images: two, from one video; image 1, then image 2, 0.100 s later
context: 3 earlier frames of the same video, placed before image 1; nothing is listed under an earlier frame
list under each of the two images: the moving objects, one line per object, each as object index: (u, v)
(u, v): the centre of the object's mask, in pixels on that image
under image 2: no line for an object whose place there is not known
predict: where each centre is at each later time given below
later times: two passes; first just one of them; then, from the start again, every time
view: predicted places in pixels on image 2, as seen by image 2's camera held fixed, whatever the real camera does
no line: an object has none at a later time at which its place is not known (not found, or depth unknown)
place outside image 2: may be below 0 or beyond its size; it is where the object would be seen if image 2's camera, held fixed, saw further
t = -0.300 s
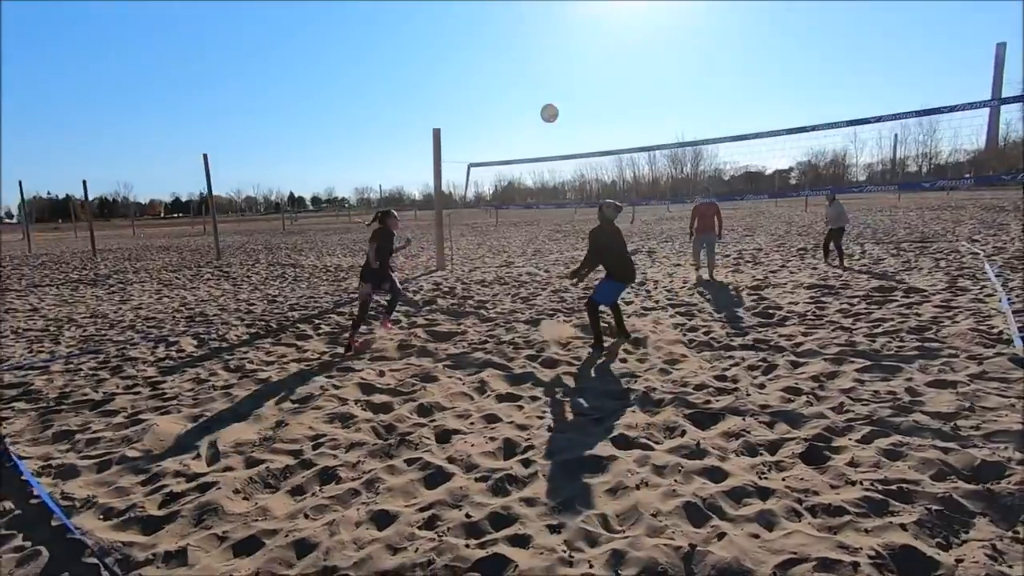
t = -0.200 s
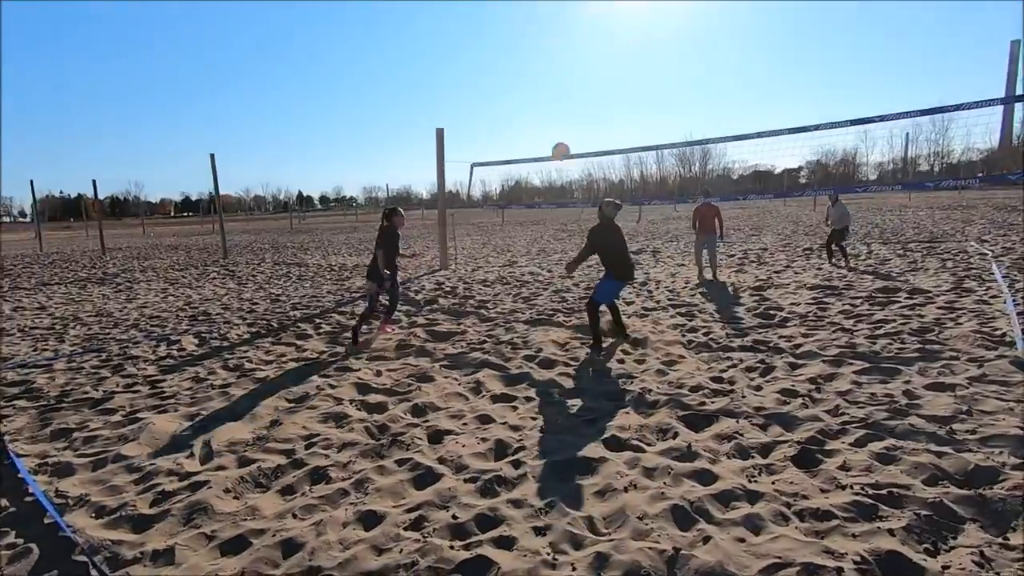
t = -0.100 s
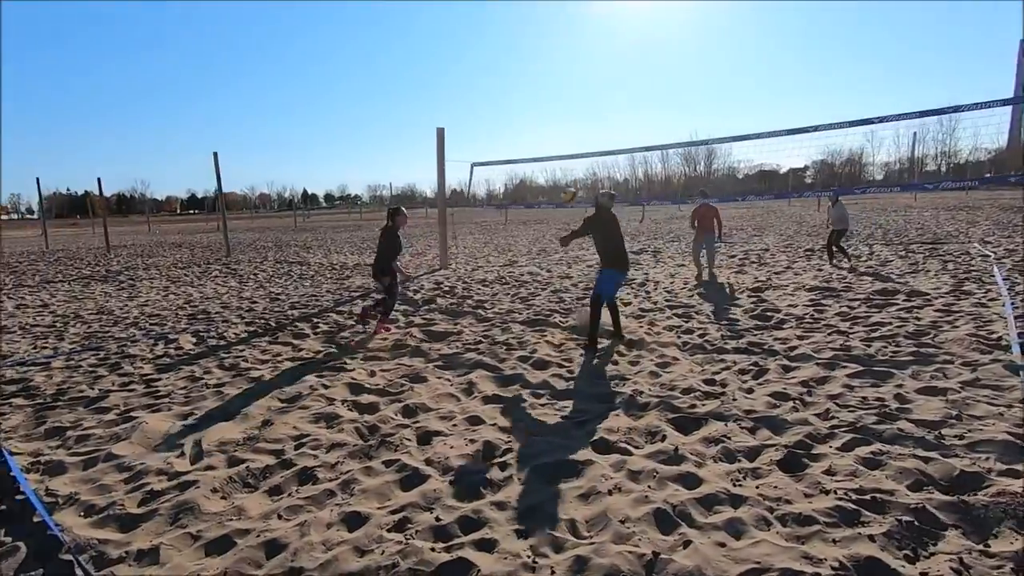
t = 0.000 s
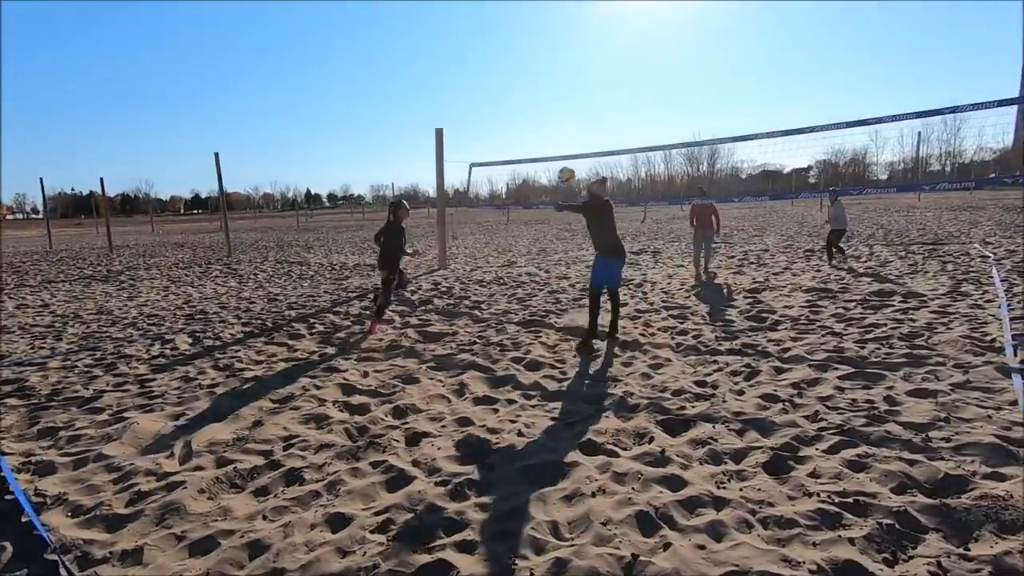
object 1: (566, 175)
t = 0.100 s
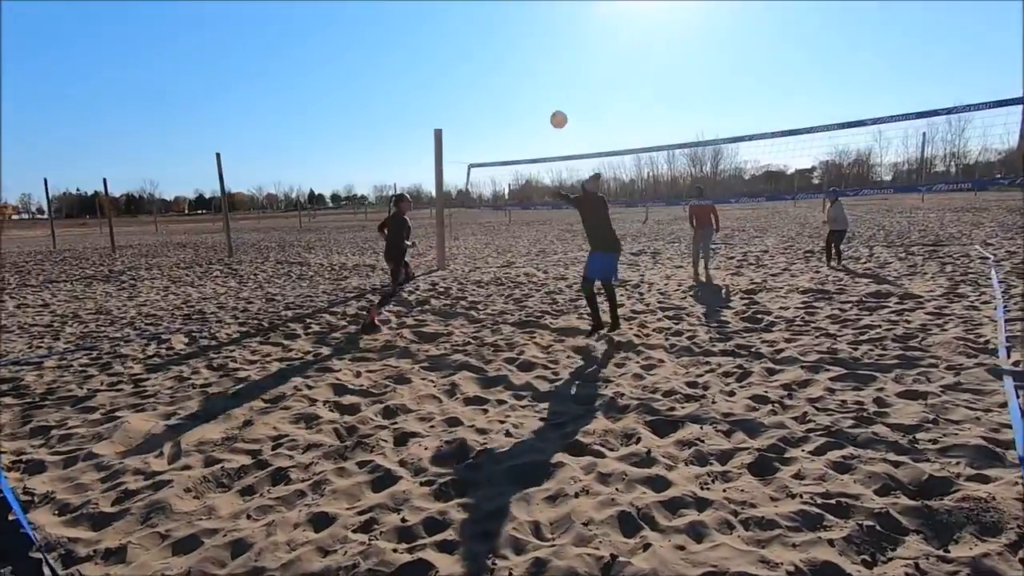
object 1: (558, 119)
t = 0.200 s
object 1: (555, 74)
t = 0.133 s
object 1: (557, 103)
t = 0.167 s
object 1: (555, 88)
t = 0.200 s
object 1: (555, 74)
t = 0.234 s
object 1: (553, 61)
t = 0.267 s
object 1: (552, 50)
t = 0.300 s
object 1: (551, 40)
